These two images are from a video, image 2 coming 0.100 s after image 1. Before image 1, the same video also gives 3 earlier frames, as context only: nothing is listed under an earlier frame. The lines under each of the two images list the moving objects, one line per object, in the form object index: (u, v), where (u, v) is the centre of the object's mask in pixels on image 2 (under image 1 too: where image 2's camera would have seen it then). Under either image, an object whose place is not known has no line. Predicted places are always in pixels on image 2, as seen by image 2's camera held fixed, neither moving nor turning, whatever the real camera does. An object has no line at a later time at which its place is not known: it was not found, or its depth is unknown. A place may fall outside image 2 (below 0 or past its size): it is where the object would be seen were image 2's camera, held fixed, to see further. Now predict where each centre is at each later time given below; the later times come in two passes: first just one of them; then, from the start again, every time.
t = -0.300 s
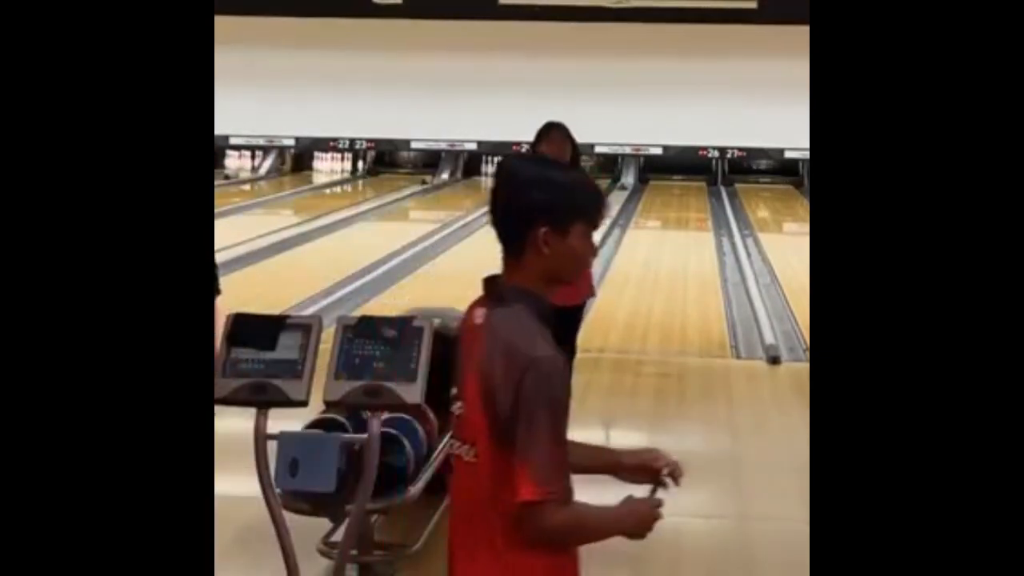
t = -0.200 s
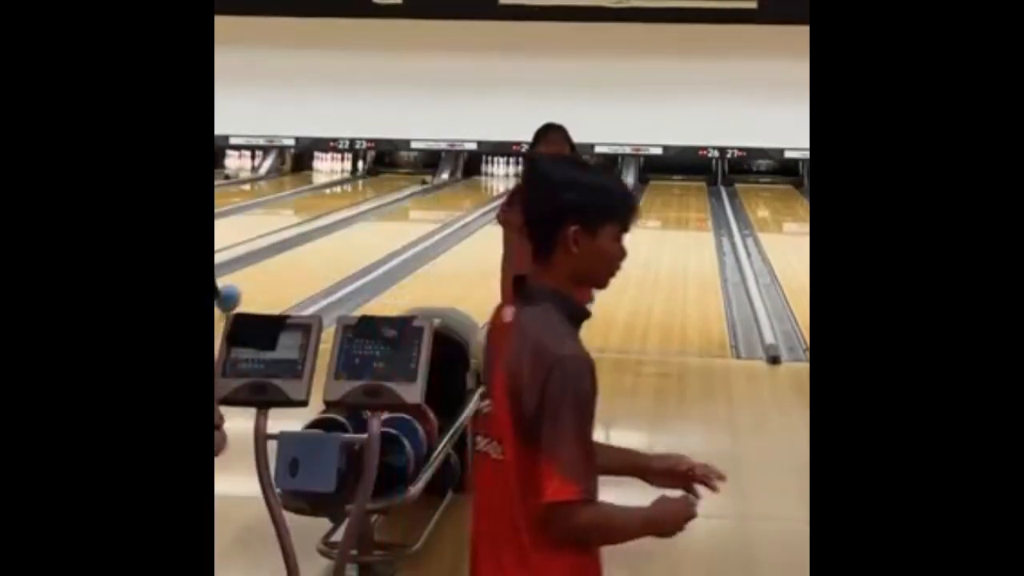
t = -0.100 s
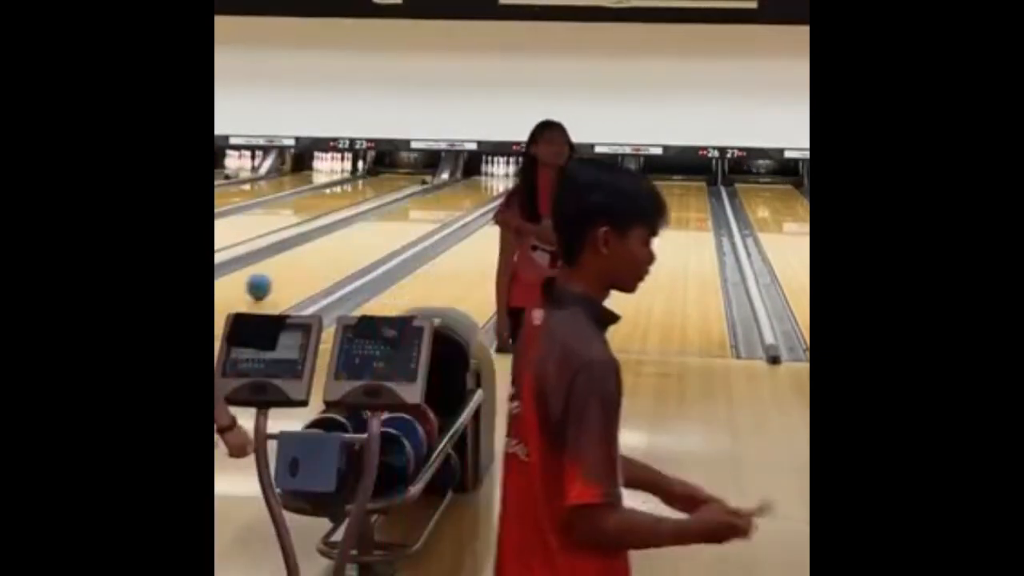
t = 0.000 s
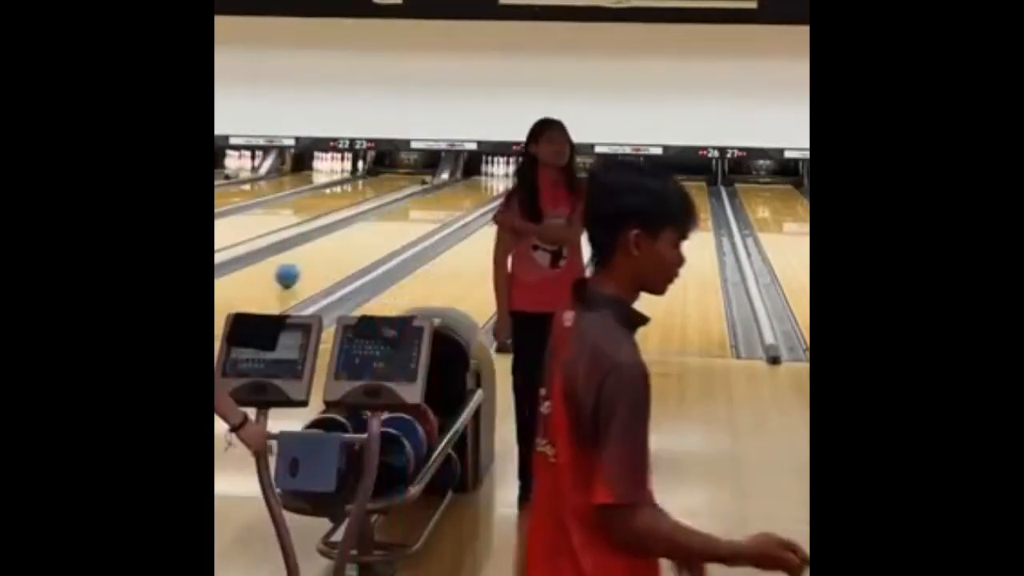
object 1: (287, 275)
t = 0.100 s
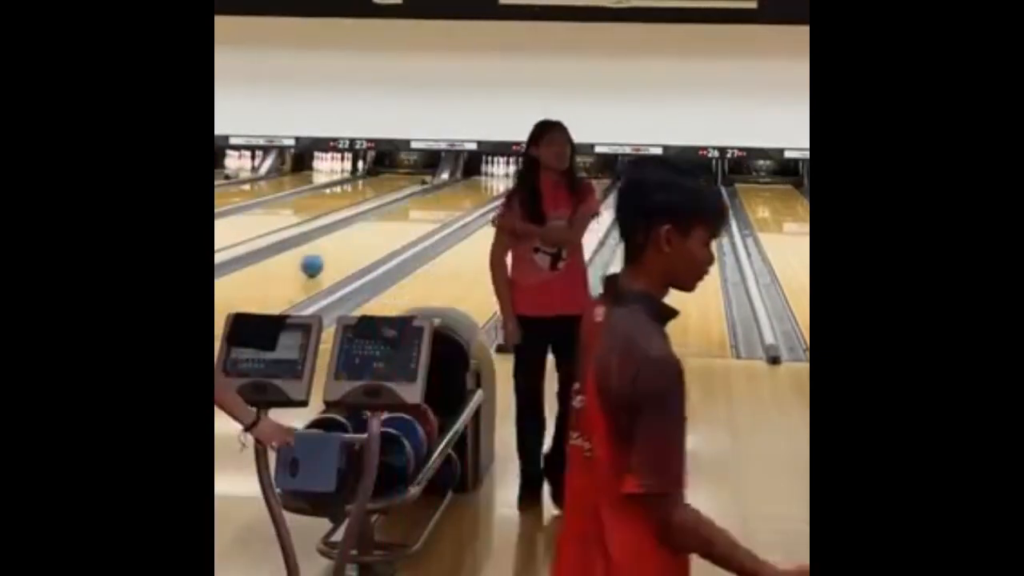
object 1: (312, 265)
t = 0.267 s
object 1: (348, 252)
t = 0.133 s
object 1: (319, 262)
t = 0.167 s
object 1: (327, 259)
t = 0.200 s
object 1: (334, 256)
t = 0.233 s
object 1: (341, 254)
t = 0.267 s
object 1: (348, 252)
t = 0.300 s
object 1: (354, 249)
